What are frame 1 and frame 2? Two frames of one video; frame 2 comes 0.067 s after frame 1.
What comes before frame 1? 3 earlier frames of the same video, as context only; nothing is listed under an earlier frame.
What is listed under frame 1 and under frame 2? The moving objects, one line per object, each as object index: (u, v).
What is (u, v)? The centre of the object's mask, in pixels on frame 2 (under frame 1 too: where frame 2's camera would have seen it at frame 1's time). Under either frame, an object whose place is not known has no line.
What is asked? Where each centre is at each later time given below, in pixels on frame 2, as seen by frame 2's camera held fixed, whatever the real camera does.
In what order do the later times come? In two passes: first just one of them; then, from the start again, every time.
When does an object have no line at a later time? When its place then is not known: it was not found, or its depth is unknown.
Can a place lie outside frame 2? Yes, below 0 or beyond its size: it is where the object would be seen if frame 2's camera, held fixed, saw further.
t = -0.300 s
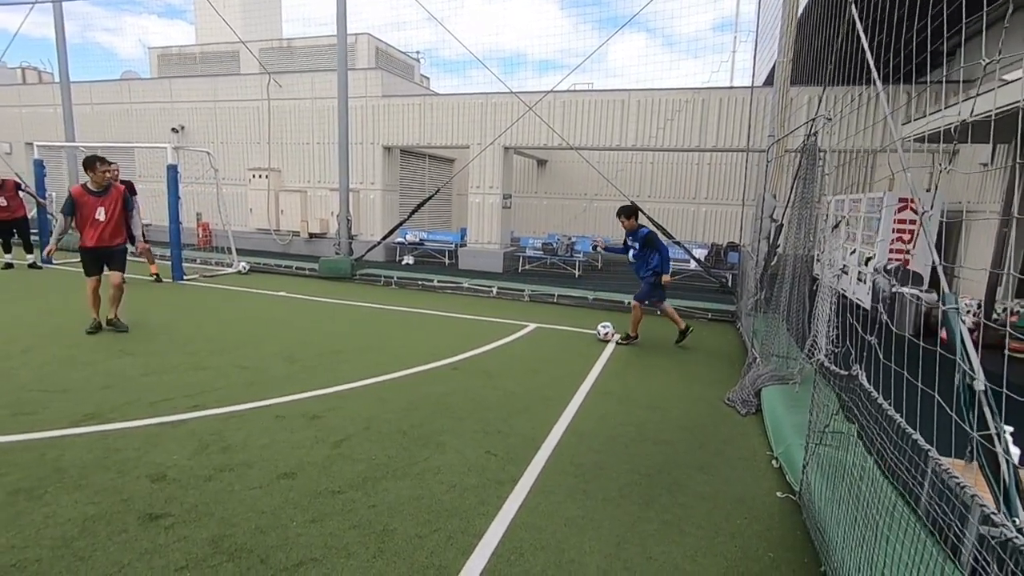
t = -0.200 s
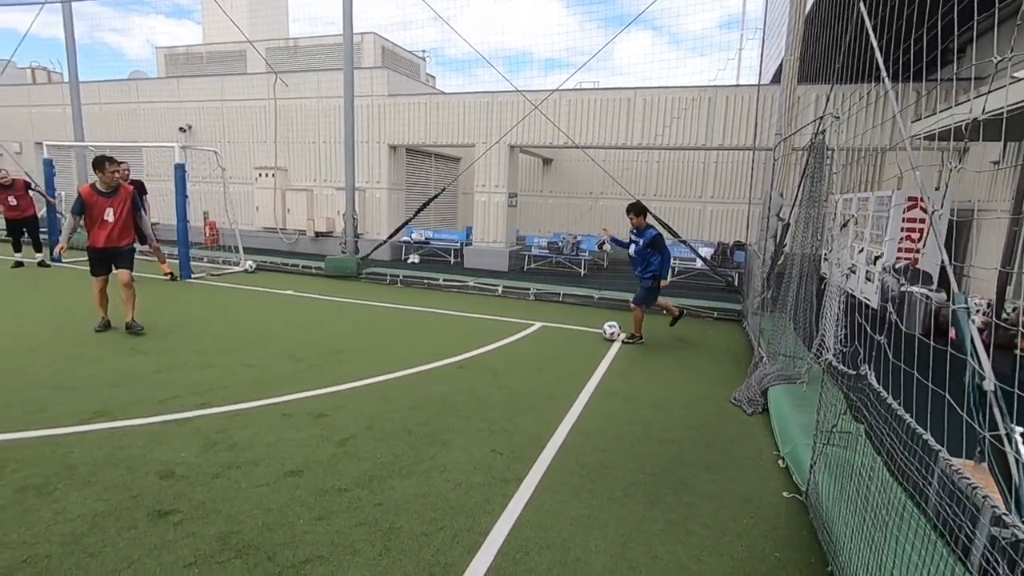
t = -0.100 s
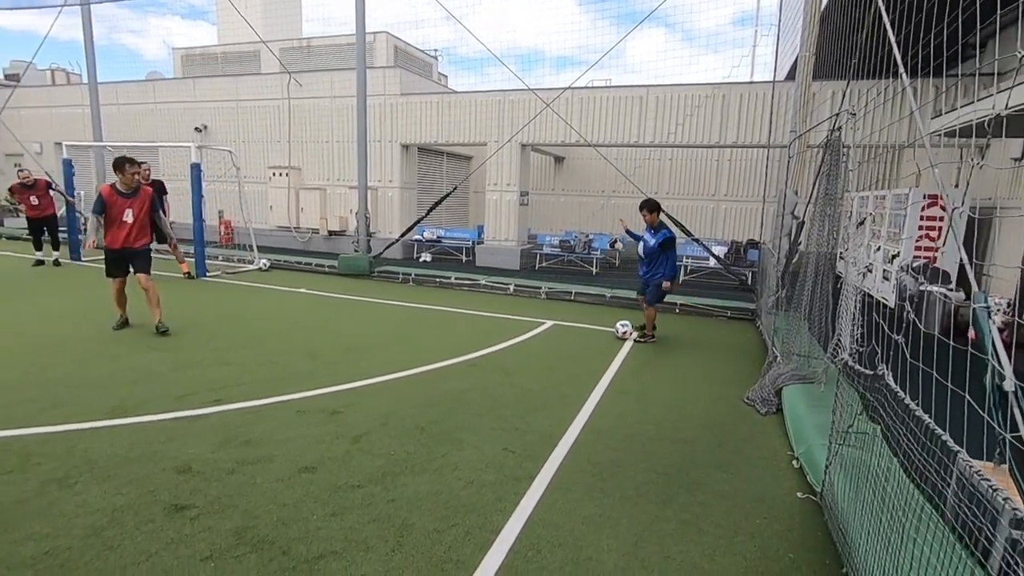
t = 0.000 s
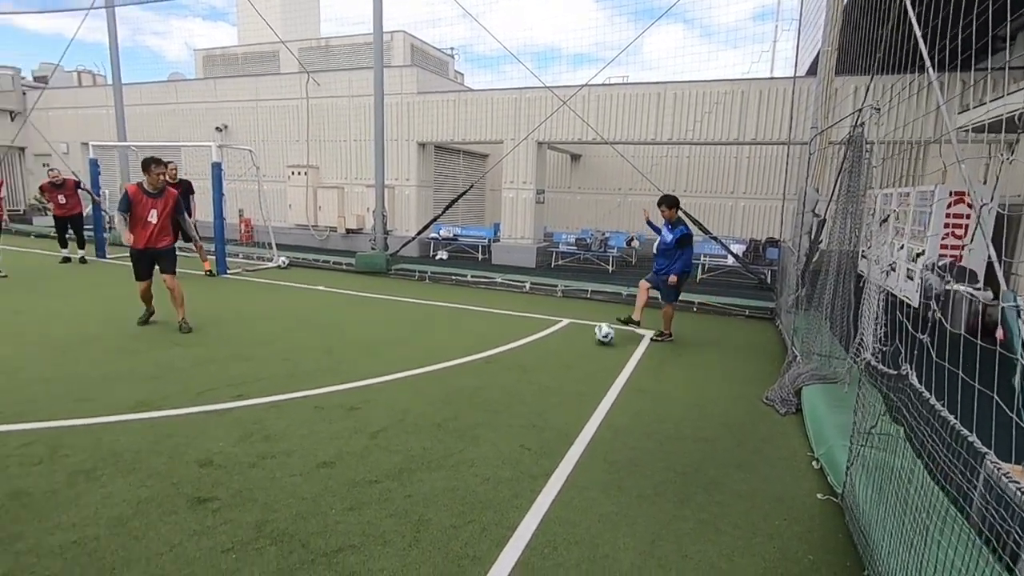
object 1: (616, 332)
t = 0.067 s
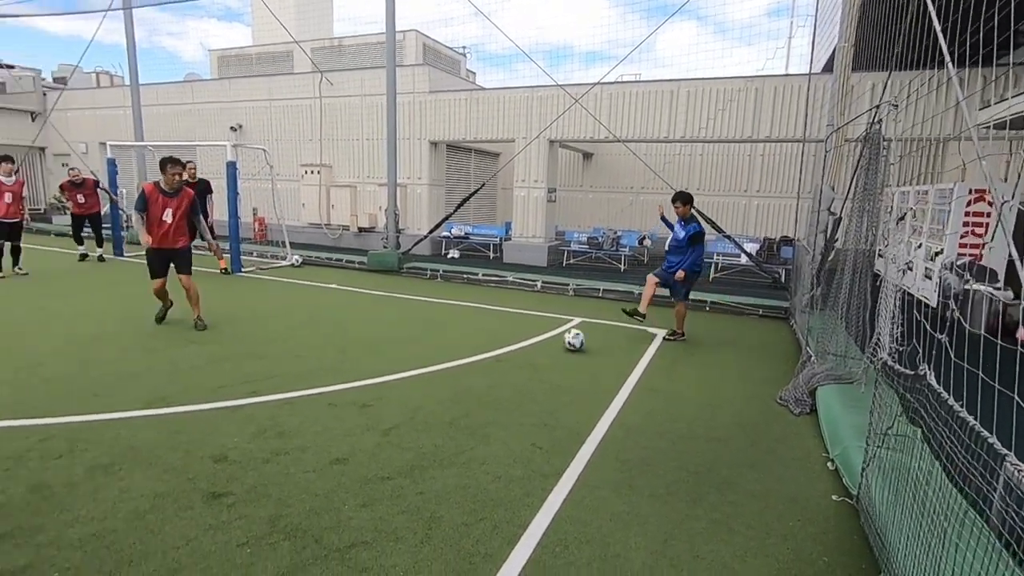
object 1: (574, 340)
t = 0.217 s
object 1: (463, 358)
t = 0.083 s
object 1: (563, 342)
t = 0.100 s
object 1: (552, 344)
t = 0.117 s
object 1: (539, 346)
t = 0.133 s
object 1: (527, 349)
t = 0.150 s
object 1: (516, 350)
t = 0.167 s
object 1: (503, 351)
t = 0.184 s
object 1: (489, 354)
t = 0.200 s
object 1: (476, 356)
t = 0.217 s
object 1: (463, 358)
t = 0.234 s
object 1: (449, 361)
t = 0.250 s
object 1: (435, 363)
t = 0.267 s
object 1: (420, 365)
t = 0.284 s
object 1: (405, 368)
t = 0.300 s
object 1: (390, 371)
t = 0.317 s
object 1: (375, 374)
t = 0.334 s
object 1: (359, 376)
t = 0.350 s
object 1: (342, 378)
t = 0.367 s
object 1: (325, 382)
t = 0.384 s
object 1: (307, 385)
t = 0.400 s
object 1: (289, 388)
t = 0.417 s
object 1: (271, 391)
